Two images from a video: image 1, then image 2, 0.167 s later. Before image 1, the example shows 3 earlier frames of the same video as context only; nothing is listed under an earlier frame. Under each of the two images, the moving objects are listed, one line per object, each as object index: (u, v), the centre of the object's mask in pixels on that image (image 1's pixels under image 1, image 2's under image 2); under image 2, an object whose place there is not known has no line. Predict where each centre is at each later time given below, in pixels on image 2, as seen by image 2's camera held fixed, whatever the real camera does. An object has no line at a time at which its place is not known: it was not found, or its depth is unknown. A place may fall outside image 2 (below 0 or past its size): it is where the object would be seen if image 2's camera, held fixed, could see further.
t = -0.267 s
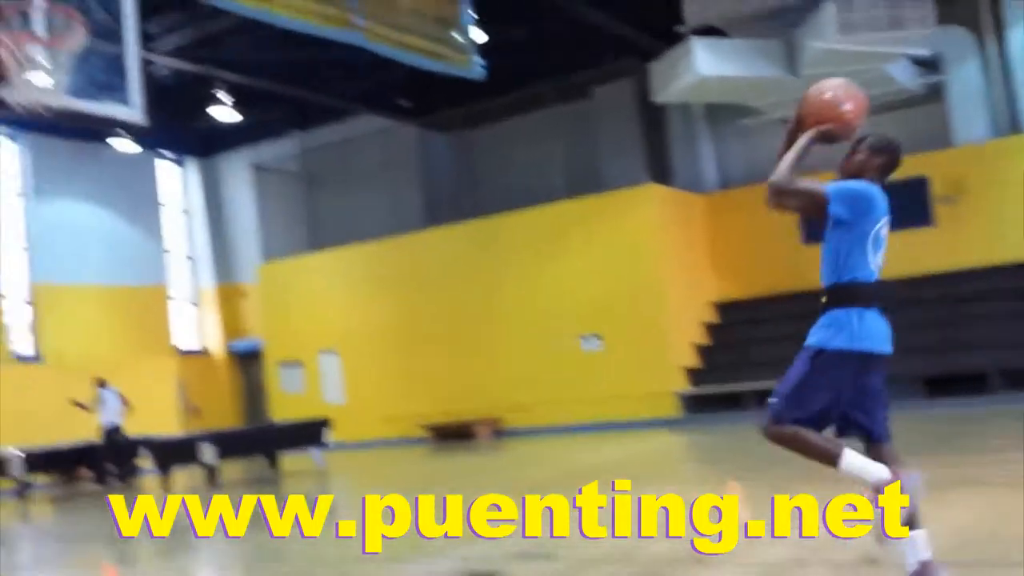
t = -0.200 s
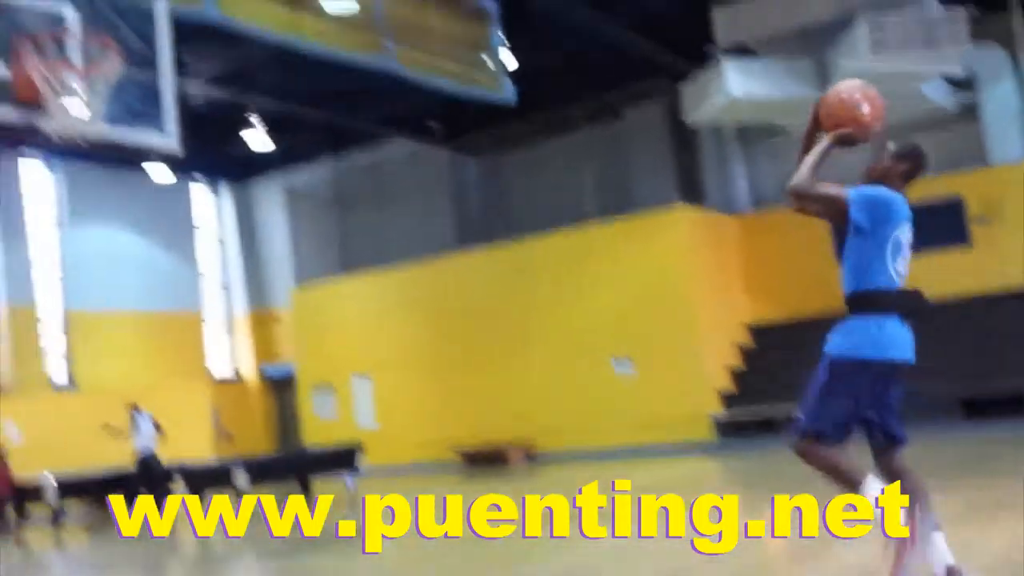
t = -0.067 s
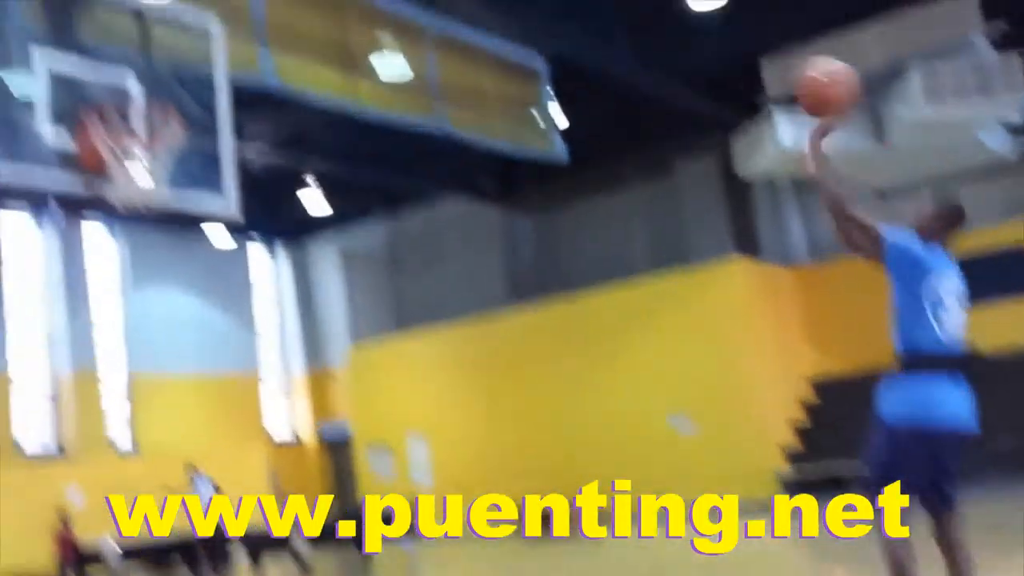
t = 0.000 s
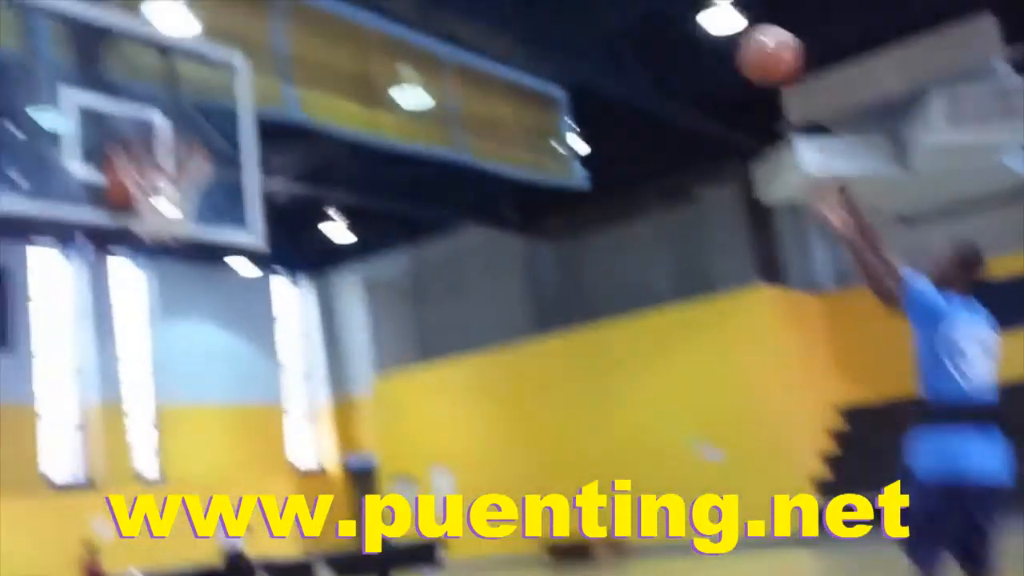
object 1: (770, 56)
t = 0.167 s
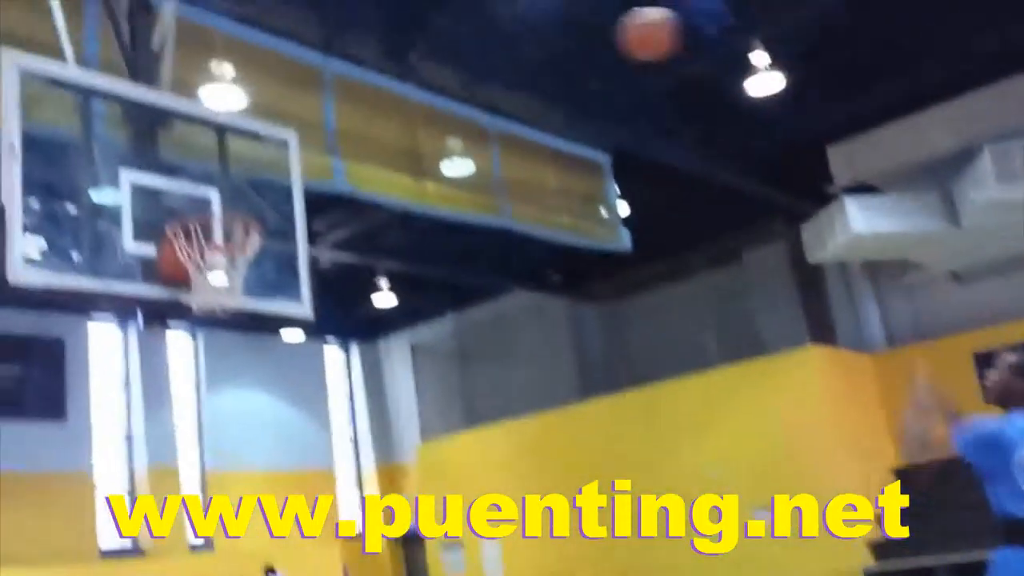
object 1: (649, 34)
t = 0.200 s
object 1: (620, 25)
